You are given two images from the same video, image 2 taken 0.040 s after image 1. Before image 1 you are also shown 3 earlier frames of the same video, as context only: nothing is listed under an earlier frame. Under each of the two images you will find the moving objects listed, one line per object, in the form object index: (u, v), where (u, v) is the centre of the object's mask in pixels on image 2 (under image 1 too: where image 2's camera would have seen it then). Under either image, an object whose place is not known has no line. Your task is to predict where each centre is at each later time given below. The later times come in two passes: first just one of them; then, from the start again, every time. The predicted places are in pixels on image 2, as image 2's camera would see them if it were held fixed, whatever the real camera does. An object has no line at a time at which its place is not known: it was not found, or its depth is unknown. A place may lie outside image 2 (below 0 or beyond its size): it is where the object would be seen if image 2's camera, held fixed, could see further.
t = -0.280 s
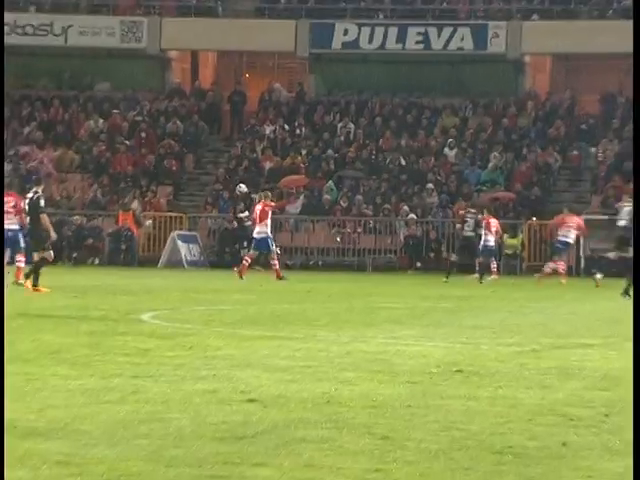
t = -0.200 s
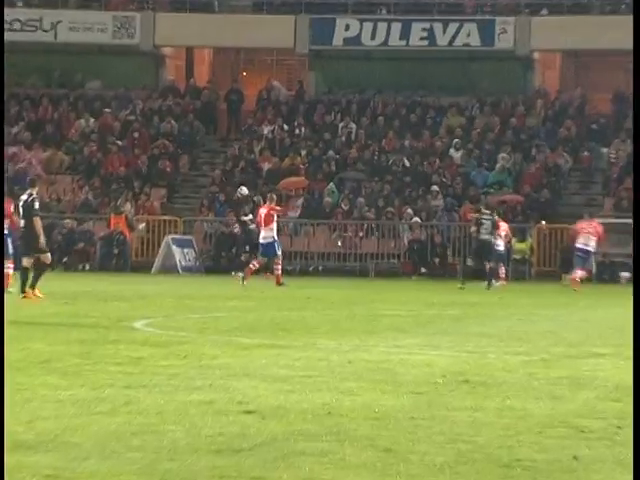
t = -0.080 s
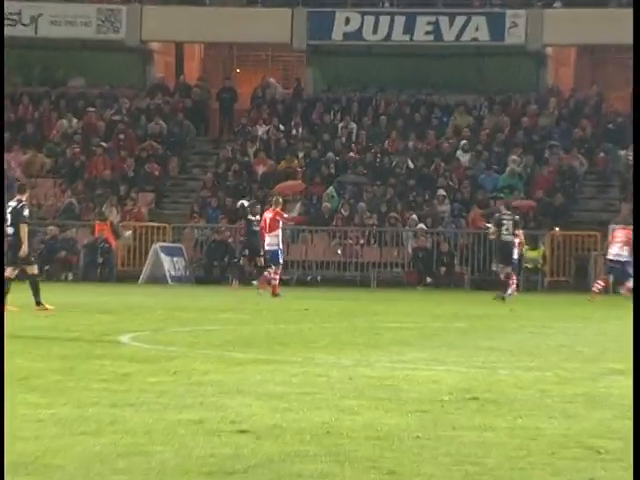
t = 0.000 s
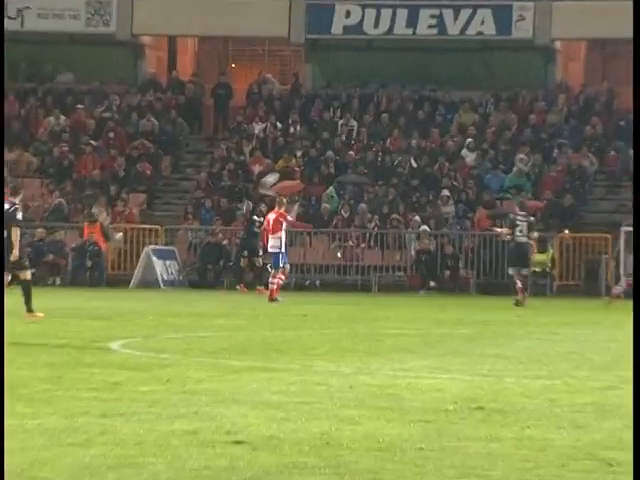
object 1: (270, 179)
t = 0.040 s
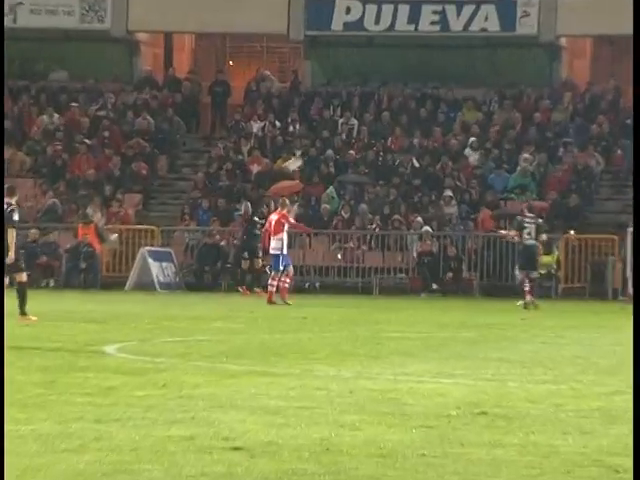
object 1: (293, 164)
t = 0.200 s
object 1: (387, 110)
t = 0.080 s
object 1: (315, 149)
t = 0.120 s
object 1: (339, 136)
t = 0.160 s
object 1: (363, 121)
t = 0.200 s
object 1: (387, 110)
